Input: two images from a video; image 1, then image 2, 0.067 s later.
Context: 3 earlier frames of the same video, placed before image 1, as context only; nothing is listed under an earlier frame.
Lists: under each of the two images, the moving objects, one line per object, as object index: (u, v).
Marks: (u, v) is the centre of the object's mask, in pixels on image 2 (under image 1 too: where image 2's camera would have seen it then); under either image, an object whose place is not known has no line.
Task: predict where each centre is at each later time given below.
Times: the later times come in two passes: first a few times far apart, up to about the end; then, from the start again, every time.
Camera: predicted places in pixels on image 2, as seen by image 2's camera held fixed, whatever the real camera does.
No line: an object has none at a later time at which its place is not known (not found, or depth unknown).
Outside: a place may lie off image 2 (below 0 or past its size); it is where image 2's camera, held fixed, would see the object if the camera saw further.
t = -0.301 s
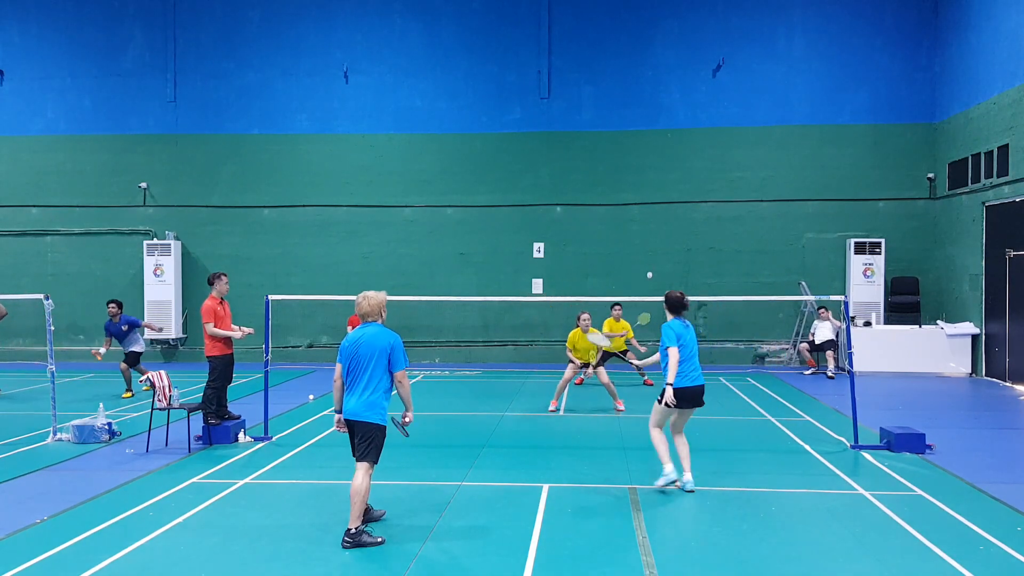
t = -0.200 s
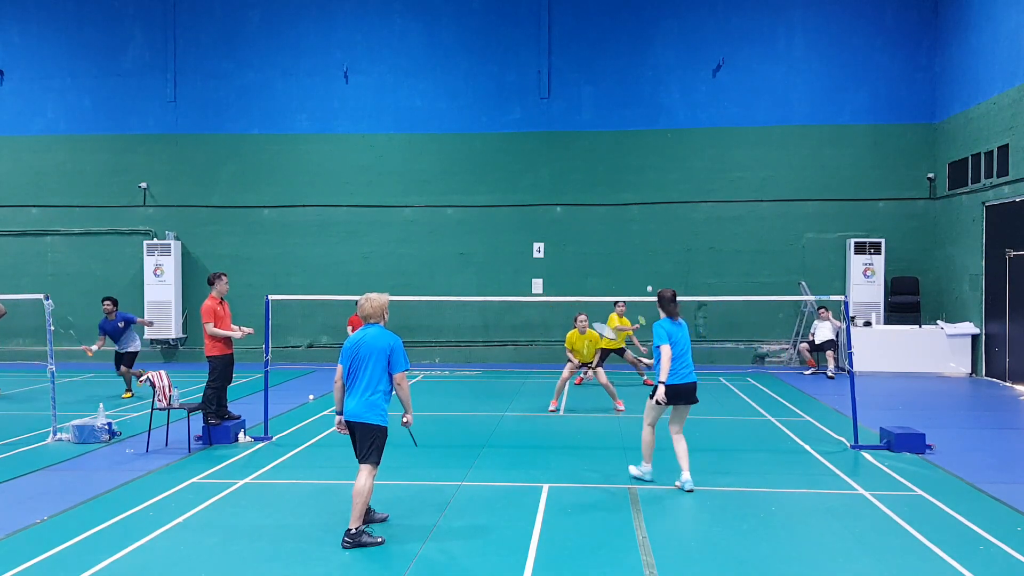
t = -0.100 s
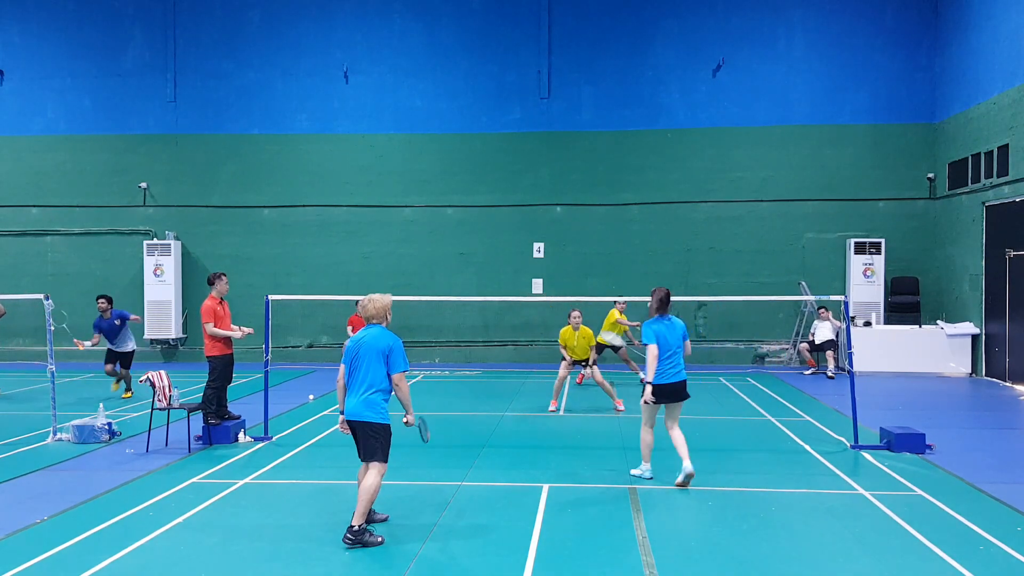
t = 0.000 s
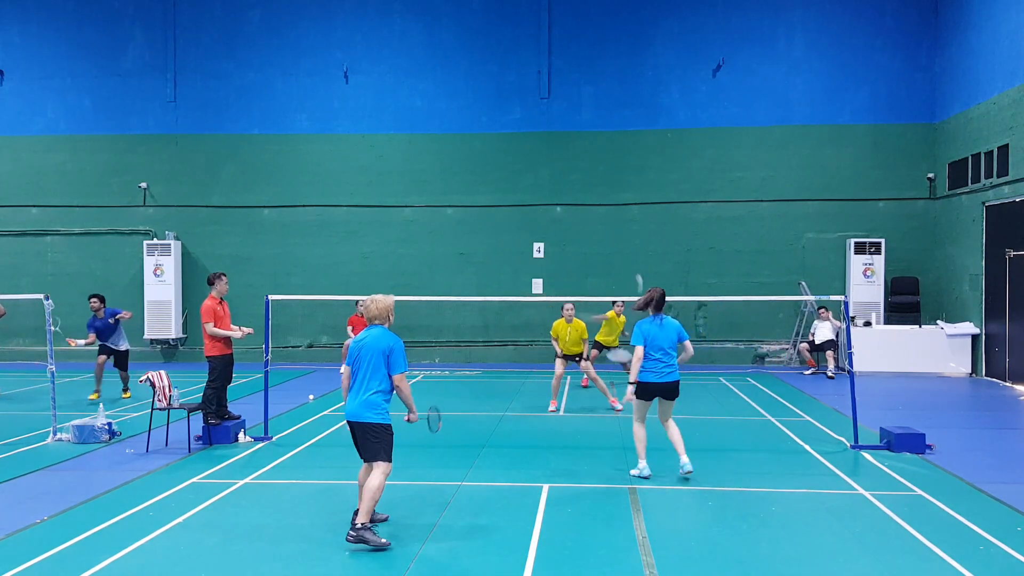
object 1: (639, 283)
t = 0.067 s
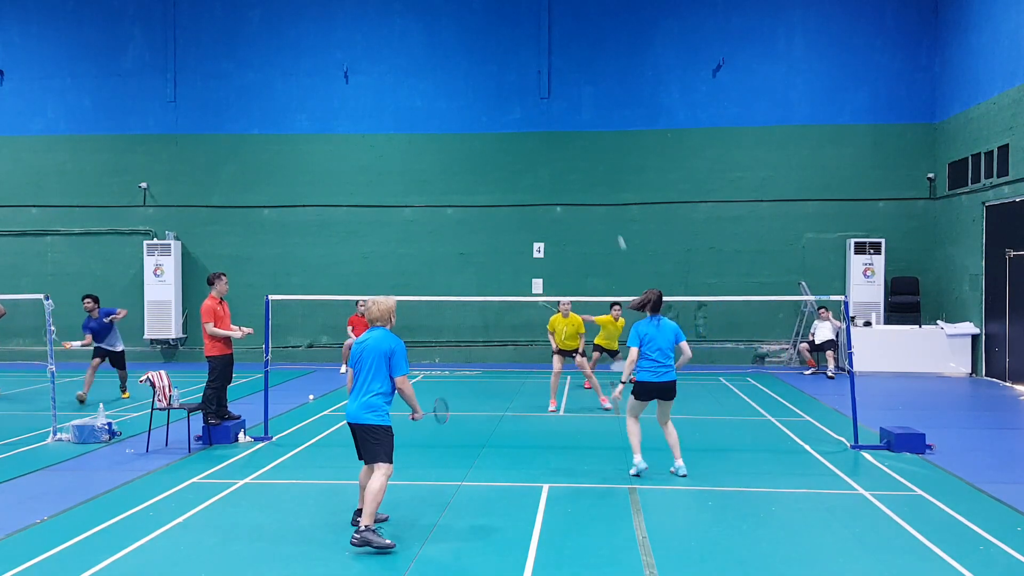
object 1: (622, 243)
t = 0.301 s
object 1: (573, 152)
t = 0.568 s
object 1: (522, 122)
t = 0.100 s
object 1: (614, 225)
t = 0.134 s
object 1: (606, 210)
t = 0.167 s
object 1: (599, 196)
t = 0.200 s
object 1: (592, 182)
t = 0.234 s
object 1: (585, 171)
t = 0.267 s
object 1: (579, 161)
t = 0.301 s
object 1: (573, 152)
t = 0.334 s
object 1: (566, 144)
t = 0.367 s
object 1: (560, 137)
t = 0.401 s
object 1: (553, 131)
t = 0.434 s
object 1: (547, 127)
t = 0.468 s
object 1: (541, 124)
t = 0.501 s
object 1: (535, 122)
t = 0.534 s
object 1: (528, 121)
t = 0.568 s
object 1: (522, 122)
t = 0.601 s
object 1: (515, 124)
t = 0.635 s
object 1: (508, 127)
